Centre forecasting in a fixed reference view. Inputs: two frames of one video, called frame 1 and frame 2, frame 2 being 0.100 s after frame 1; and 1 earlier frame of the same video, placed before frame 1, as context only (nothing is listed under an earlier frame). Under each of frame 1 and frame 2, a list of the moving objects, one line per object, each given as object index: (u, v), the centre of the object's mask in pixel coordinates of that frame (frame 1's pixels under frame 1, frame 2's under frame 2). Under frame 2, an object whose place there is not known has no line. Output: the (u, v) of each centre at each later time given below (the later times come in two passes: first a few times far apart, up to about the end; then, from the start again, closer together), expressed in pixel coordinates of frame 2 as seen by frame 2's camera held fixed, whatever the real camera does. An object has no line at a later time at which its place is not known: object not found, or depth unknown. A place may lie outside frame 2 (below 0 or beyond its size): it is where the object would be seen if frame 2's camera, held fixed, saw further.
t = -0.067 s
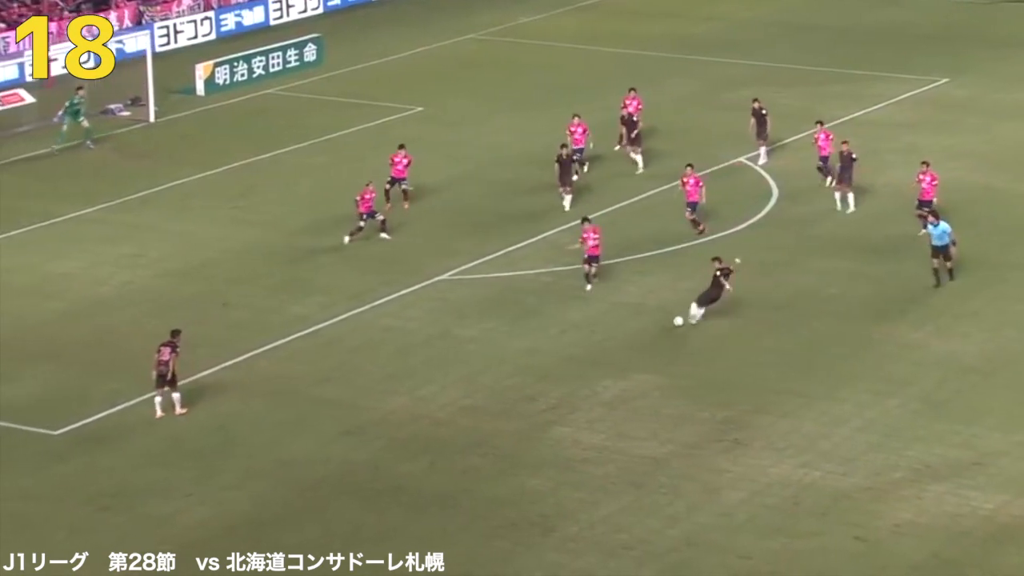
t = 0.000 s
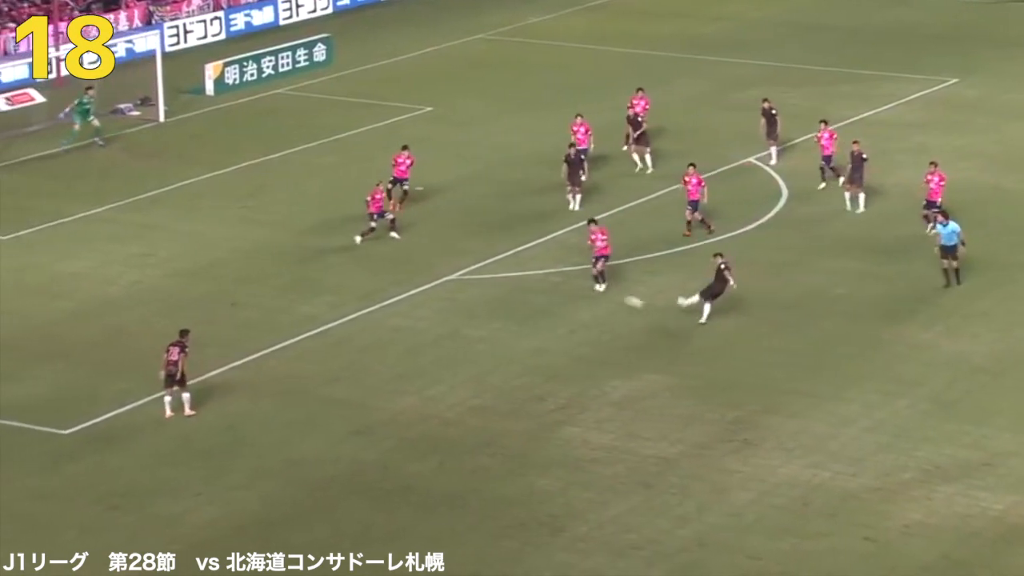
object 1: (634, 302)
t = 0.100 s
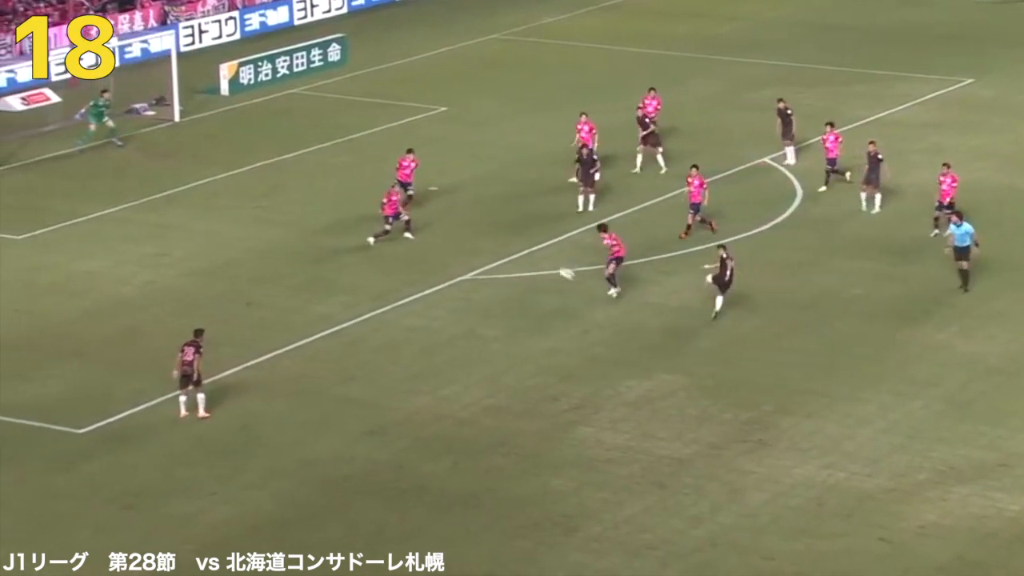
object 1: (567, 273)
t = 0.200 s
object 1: (496, 246)
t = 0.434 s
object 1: (346, 203)
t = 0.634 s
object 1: (224, 171)
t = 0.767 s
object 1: (146, 160)
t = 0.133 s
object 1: (542, 263)
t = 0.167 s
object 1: (520, 254)
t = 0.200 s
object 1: (496, 246)
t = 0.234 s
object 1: (474, 239)
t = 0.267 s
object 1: (451, 232)
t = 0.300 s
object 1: (430, 226)
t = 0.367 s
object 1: (385, 214)
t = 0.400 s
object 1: (366, 210)
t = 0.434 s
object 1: (346, 203)
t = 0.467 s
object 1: (325, 196)
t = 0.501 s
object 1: (305, 190)
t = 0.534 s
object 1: (284, 184)
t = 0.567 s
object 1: (263, 179)
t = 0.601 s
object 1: (244, 174)
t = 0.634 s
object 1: (224, 171)
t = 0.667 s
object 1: (204, 167)
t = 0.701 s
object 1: (185, 165)
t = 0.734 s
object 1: (164, 162)
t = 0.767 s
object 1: (146, 160)
